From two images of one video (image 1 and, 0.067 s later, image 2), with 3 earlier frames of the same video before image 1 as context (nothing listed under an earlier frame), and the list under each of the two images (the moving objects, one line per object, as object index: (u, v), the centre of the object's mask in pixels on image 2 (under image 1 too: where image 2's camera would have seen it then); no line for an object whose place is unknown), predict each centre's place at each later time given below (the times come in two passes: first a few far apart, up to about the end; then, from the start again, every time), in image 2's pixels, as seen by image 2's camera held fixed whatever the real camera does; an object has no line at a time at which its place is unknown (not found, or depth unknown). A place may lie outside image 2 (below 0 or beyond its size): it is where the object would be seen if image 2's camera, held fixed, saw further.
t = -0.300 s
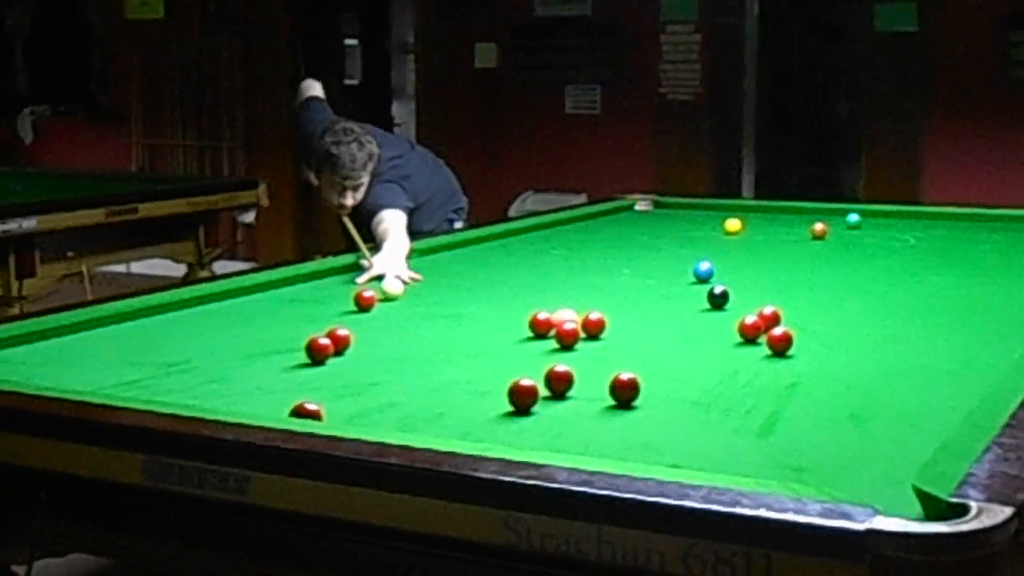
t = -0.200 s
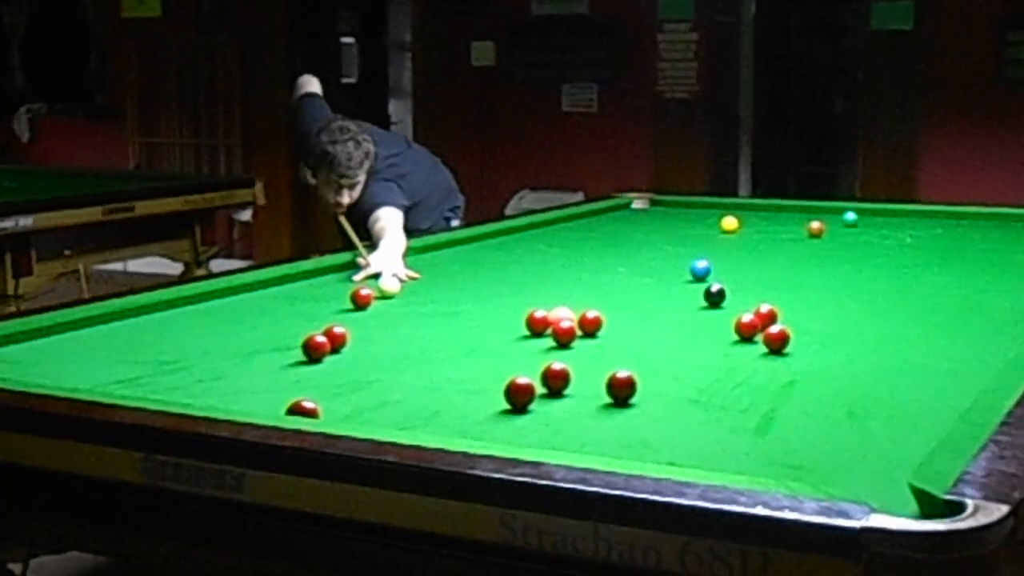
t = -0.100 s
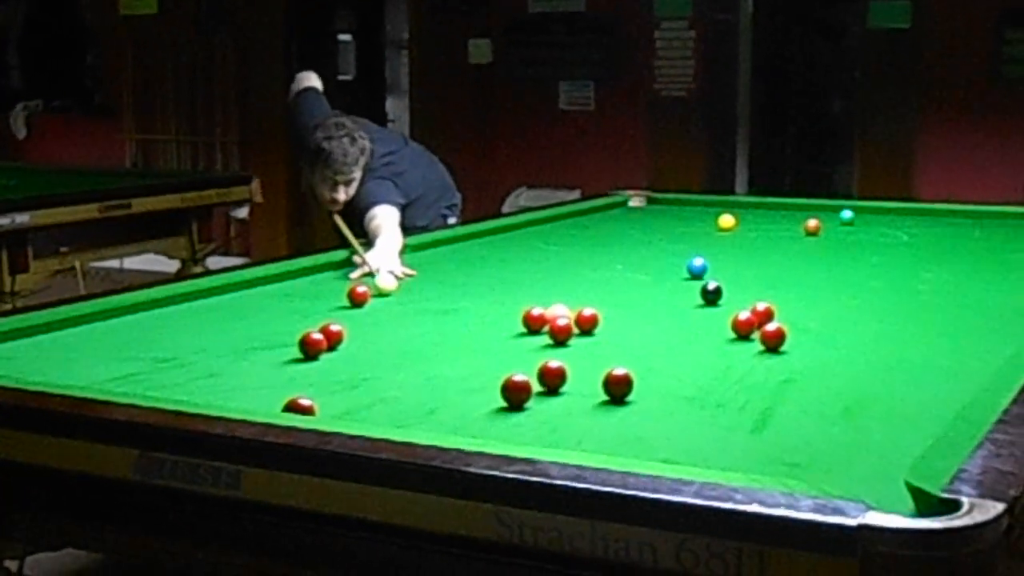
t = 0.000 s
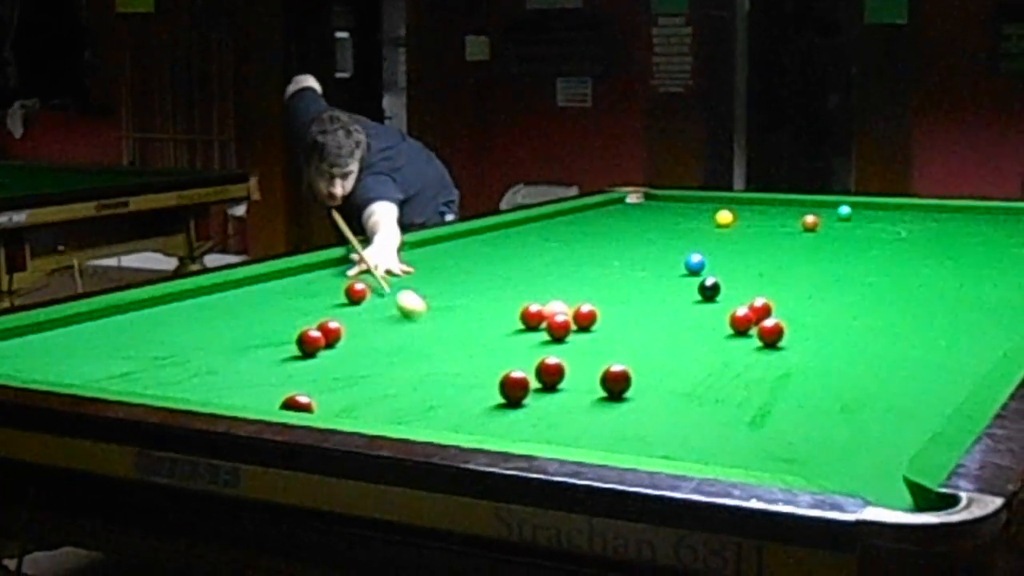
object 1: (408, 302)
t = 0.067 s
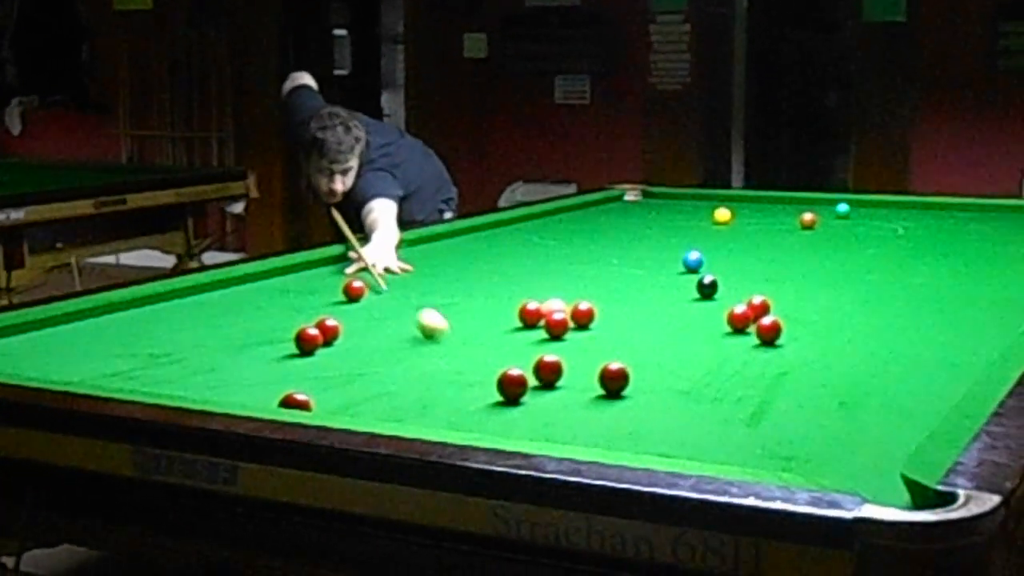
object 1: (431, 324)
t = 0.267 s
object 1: (448, 388)
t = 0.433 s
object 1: (357, 407)
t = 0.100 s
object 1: (444, 336)
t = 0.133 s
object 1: (458, 348)
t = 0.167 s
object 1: (472, 362)
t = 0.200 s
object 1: (486, 376)
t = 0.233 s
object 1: (469, 381)
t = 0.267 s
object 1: (448, 388)
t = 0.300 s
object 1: (429, 392)
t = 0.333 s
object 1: (411, 398)
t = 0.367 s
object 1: (393, 402)
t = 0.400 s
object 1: (374, 405)
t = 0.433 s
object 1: (357, 407)
